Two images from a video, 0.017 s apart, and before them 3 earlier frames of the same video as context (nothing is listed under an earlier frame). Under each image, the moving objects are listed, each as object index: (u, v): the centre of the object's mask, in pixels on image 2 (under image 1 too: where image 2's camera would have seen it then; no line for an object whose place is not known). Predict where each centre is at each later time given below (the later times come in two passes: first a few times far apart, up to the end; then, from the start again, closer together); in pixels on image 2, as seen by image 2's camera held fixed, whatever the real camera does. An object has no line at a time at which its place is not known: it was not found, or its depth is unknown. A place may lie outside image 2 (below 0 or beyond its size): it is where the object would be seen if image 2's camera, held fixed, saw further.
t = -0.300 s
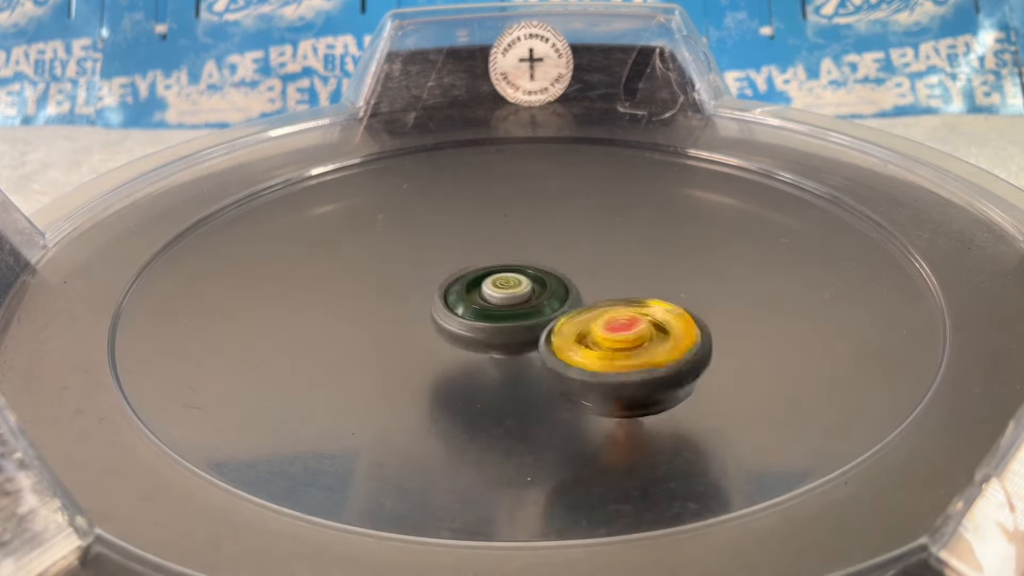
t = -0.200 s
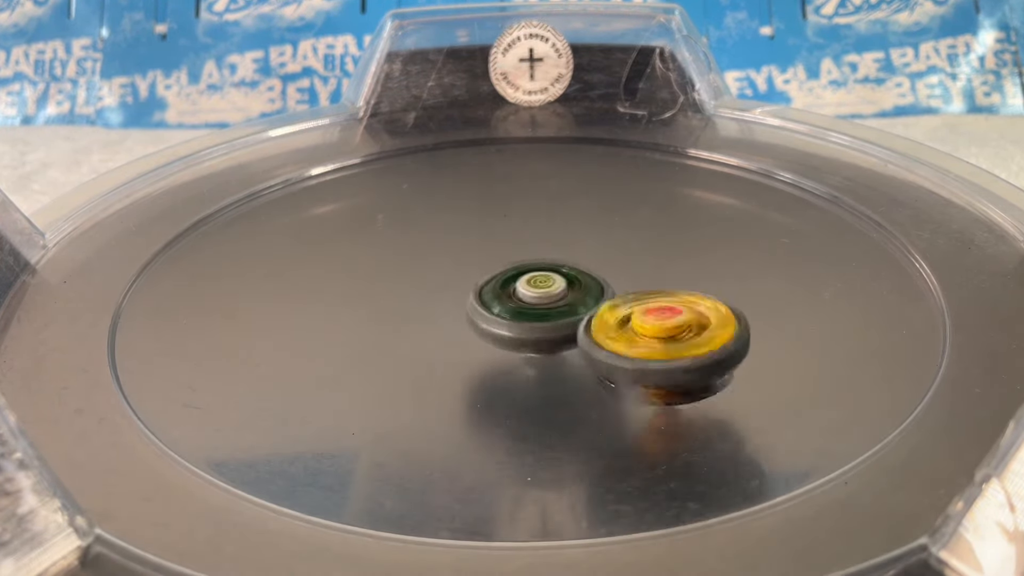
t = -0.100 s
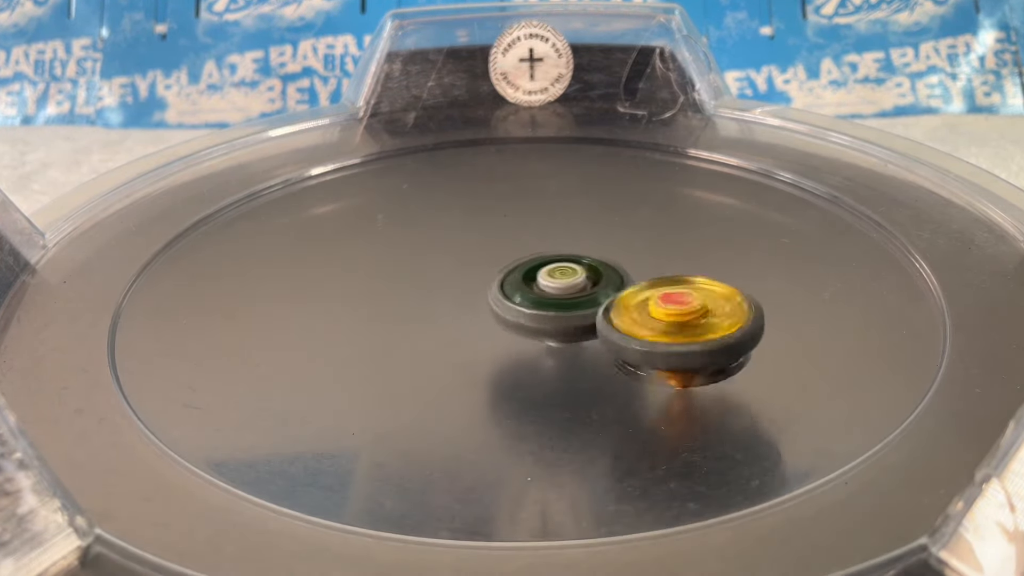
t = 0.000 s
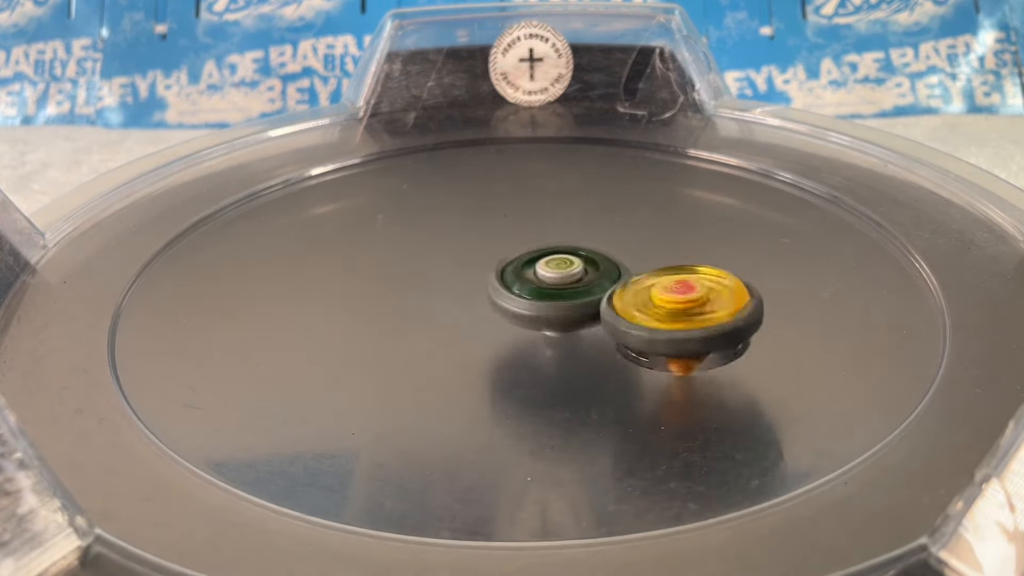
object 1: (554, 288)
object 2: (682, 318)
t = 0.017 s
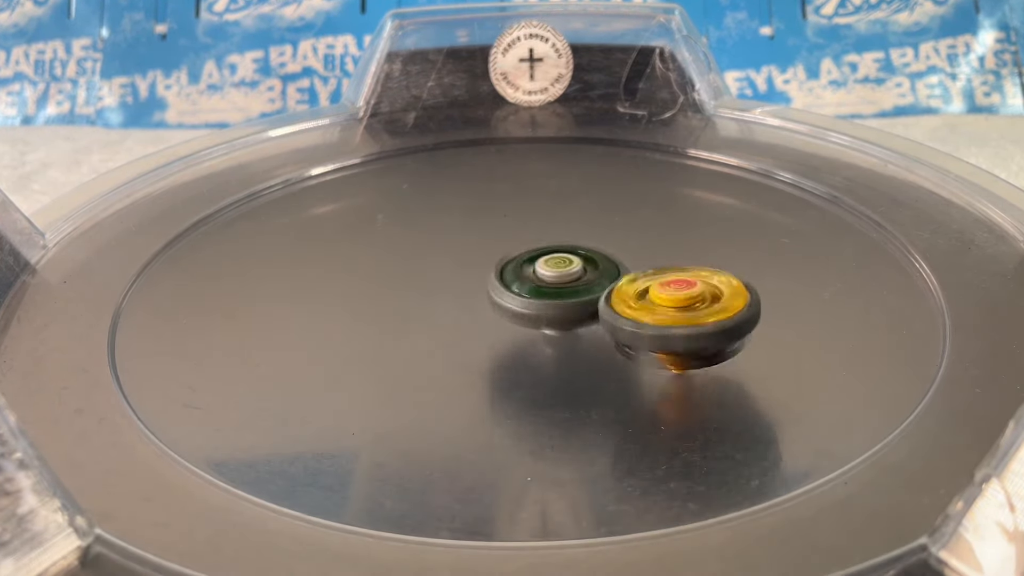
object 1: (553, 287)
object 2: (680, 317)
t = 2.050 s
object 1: (494, 308)
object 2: (566, 224)
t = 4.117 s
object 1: (536, 268)
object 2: (389, 333)
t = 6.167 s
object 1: (438, 316)
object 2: (682, 253)
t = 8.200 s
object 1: (571, 308)
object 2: (361, 340)
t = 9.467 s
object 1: (527, 236)
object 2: (428, 377)
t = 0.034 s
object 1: (552, 285)
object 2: (679, 314)
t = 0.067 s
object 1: (548, 282)
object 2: (674, 312)
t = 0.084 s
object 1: (545, 280)
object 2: (669, 311)
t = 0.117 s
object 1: (539, 278)
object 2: (666, 310)
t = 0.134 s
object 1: (536, 278)
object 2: (664, 309)
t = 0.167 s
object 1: (530, 278)
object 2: (656, 307)
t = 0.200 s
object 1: (522, 276)
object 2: (655, 307)
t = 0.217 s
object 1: (516, 274)
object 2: (657, 308)
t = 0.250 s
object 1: (505, 273)
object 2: (659, 309)
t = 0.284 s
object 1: (496, 273)
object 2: (656, 310)
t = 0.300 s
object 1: (492, 274)
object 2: (655, 310)
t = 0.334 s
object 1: (486, 277)
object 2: (649, 309)
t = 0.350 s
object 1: (484, 278)
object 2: (645, 309)
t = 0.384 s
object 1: (481, 282)
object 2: (637, 309)
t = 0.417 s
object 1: (478, 286)
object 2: (628, 308)
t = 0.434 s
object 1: (478, 288)
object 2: (625, 308)
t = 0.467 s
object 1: (474, 292)
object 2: (622, 308)
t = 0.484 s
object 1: (470, 292)
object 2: (625, 308)
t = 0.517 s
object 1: (463, 295)
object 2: (629, 310)
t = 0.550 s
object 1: (461, 298)
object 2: (628, 311)
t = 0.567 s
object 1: (460, 299)
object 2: (627, 311)
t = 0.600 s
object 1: (462, 303)
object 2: (621, 311)
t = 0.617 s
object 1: (464, 305)
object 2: (617, 312)
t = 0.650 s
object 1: (455, 305)
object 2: (629, 313)
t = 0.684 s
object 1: (446, 305)
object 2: (642, 314)
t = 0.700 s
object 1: (443, 305)
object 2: (645, 313)
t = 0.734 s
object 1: (440, 308)
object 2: (650, 313)
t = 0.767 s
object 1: (441, 311)
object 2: (650, 313)
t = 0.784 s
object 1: (442, 313)
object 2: (650, 312)
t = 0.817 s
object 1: (447, 316)
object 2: (646, 311)
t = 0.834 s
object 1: (450, 318)
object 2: (642, 311)
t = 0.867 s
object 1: (456, 321)
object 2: (636, 309)
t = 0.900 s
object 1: (464, 323)
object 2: (628, 308)
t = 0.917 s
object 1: (468, 324)
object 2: (624, 306)
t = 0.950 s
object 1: (450, 324)
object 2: (648, 303)
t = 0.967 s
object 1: (444, 324)
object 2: (656, 300)
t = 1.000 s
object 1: (438, 324)
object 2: (665, 297)
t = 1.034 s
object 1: (438, 325)
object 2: (667, 294)
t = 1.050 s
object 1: (440, 325)
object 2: (666, 294)
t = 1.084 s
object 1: (445, 326)
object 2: (661, 291)
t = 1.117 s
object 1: (452, 328)
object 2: (654, 289)
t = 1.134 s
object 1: (456, 328)
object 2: (650, 288)
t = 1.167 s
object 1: (465, 328)
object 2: (640, 286)
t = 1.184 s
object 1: (470, 328)
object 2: (634, 285)
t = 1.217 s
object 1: (479, 328)
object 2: (623, 284)
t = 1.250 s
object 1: (481, 327)
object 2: (619, 279)
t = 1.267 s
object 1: (472, 328)
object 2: (629, 275)
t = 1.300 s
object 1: (458, 331)
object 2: (642, 266)
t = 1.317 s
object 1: (453, 332)
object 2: (646, 262)
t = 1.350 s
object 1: (449, 332)
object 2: (647, 257)
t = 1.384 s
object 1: (451, 333)
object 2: (644, 254)
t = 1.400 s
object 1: (453, 333)
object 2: (641, 252)
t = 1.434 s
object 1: (461, 332)
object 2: (633, 250)
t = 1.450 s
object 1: (465, 332)
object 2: (629, 250)
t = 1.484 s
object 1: (473, 331)
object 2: (619, 249)
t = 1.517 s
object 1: (482, 329)
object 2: (608, 250)
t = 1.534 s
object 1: (486, 328)
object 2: (603, 250)
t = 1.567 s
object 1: (495, 326)
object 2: (592, 251)
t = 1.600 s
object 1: (502, 323)
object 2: (581, 251)
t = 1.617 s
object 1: (505, 321)
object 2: (578, 251)
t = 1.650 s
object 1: (500, 322)
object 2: (578, 244)
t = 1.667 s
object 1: (495, 325)
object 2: (582, 243)
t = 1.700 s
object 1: (488, 328)
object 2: (585, 238)
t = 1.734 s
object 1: (485, 330)
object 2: (585, 237)
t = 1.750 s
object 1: (485, 329)
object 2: (584, 236)
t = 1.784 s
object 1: (489, 325)
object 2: (581, 235)
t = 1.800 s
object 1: (492, 323)
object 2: (578, 235)
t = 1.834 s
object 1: (496, 319)
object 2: (573, 235)
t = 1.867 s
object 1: (500, 314)
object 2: (567, 236)
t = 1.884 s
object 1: (503, 312)
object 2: (565, 236)
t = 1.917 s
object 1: (509, 308)
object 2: (560, 235)
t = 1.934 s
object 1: (507, 308)
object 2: (561, 232)
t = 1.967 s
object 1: (502, 310)
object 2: (564, 229)
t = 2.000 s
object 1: (497, 311)
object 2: (566, 226)
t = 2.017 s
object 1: (496, 310)
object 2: (566, 225)
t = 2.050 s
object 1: (494, 308)
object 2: (566, 224)
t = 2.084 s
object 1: (497, 306)
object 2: (564, 225)
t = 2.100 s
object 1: (498, 305)
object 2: (563, 224)
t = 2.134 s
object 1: (502, 302)
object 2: (561, 226)
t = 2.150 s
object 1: (503, 301)
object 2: (560, 226)
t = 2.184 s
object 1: (508, 299)
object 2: (558, 226)
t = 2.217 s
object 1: (501, 305)
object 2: (565, 219)
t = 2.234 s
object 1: (498, 308)
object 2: (569, 217)
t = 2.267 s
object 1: (496, 311)
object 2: (573, 211)
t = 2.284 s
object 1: (497, 312)
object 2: (574, 210)
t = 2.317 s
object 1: (499, 312)
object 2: (574, 210)
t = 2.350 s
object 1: (505, 311)
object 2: (573, 210)
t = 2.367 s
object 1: (508, 310)
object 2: (573, 211)
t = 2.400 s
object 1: (514, 309)
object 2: (572, 212)
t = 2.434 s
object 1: (520, 306)
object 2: (570, 215)
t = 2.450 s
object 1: (523, 304)
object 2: (569, 216)
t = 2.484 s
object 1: (529, 302)
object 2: (568, 219)
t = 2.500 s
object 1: (531, 300)
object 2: (567, 220)
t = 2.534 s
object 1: (534, 299)
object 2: (567, 222)
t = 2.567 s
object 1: (531, 304)
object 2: (572, 217)
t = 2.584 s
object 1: (531, 305)
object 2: (573, 216)
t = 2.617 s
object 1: (529, 308)
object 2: (575, 216)
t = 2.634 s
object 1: (530, 307)
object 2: (575, 217)
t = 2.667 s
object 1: (532, 308)
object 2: (575, 219)
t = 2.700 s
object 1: (535, 306)
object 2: (574, 222)
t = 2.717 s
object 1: (536, 305)
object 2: (573, 224)
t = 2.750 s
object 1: (538, 304)
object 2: (572, 227)
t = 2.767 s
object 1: (531, 312)
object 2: (578, 221)
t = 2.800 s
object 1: (515, 329)
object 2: (591, 204)
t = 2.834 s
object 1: (504, 343)
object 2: (599, 192)
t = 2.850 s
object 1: (500, 349)
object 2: (601, 189)
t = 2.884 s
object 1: (496, 358)
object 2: (603, 185)
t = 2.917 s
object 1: (500, 364)
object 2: (601, 184)
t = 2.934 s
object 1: (504, 365)
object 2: (600, 185)
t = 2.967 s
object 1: (517, 366)
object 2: (597, 187)
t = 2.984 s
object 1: (524, 366)
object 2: (595, 188)
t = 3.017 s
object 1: (541, 365)
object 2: (591, 191)
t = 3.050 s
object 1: (558, 363)
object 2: (587, 195)
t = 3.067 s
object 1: (567, 362)
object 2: (586, 198)
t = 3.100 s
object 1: (582, 358)
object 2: (582, 204)
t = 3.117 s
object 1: (590, 355)
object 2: (580, 206)
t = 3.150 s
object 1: (603, 351)
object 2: (577, 213)
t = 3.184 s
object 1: (615, 345)
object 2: (573, 220)
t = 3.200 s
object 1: (620, 342)
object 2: (571, 224)
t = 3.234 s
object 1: (626, 336)
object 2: (568, 232)
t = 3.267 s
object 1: (633, 329)
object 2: (565, 240)
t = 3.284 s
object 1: (635, 326)
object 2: (563, 245)
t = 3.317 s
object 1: (637, 319)
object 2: (558, 251)
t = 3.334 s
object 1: (639, 318)
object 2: (554, 253)
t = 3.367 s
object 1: (659, 326)
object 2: (533, 242)
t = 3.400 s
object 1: (674, 334)
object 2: (512, 231)
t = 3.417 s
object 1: (680, 337)
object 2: (502, 227)
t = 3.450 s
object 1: (687, 340)
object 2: (485, 222)
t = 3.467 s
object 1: (688, 340)
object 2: (478, 220)
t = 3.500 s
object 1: (687, 339)
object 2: (465, 222)
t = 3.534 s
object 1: (684, 334)
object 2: (455, 225)
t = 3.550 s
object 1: (682, 332)
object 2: (449, 227)
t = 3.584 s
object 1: (679, 325)
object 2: (440, 231)
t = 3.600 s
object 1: (676, 321)
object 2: (436, 235)
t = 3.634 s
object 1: (671, 315)
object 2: (429, 242)
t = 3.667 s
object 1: (664, 309)
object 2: (421, 247)
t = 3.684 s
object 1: (660, 306)
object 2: (418, 251)
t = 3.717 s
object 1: (651, 300)
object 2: (413, 257)
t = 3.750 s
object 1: (641, 295)
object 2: (408, 263)
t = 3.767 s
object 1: (636, 293)
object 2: (406, 267)
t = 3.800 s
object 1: (624, 288)
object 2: (404, 272)
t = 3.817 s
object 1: (617, 287)
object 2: (404, 275)
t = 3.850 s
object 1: (605, 283)
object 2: (403, 282)
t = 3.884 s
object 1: (592, 280)
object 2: (404, 287)
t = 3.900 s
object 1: (585, 279)
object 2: (405, 289)
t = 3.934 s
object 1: (572, 277)
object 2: (408, 295)
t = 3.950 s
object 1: (566, 276)
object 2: (409, 298)
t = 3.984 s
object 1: (553, 276)
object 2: (413, 302)
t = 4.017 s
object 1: (544, 274)
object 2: (419, 307)
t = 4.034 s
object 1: (540, 272)
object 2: (413, 312)
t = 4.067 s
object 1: (540, 270)
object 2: (397, 322)
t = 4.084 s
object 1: (540, 269)
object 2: (391, 327)
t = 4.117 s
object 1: (536, 268)
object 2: (389, 333)
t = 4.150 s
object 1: (528, 268)
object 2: (390, 338)
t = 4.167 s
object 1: (524, 268)
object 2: (393, 341)
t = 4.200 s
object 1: (514, 269)
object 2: (396, 345)
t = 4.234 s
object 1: (504, 270)
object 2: (403, 348)
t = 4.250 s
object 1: (500, 271)
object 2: (406, 348)
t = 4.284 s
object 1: (491, 271)
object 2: (414, 350)
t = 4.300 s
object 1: (488, 272)
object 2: (416, 351)
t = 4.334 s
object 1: (480, 274)
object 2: (427, 353)
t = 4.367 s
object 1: (473, 275)
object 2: (436, 353)
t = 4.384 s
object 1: (471, 275)
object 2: (443, 353)
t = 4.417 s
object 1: (464, 277)
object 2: (454, 352)
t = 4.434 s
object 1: (460, 278)
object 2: (461, 351)
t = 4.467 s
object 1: (457, 278)
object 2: (469, 353)
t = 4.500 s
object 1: (455, 279)
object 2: (480, 352)
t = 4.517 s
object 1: (453, 280)
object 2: (485, 351)
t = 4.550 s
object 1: (452, 281)
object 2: (496, 354)
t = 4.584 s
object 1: (454, 281)
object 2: (508, 356)
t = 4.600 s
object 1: (455, 282)
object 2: (512, 356)
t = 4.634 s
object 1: (455, 283)
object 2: (523, 355)
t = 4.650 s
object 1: (455, 283)
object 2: (528, 354)
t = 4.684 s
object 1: (456, 285)
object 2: (539, 349)
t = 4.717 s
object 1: (457, 287)
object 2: (547, 347)
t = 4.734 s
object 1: (458, 287)
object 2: (553, 345)
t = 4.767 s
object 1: (459, 289)
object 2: (559, 342)
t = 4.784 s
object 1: (460, 290)
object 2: (561, 340)
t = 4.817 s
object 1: (463, 287)
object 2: (585, 343)
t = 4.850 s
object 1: (462, 282)
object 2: (605, 345)
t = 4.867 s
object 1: (461, 280)
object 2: (613, 345)
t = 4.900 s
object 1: (460, 278)
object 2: (625, 343)
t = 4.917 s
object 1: (461, 277)
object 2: (630, 343)
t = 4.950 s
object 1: (461, 277)
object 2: (637, 340)
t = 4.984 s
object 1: (462, 277)
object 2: (643, 336)
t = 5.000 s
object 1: (462, 278)
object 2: (645, 333)
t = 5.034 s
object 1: (464, 278)
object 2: (648, 328)
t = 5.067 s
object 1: (466, 280)
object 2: (650, 323)
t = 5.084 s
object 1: (467, 281)
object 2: (650, 321)
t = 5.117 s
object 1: (469, 283)
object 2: (649, 317)
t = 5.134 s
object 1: (470, 283)
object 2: (648, 315)
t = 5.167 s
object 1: (473, 284)
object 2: (645, 311)
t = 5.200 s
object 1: (477, 286)
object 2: (640, 307)
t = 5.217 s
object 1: (479, 286)
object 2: (637, 305)
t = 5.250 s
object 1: (484, 288)
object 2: (632, 301)
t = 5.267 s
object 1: (485, 288)
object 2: (629, 300)
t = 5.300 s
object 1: (463, 280)
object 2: (665, 301)
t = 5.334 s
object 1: (419, 265)
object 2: (732, 303)
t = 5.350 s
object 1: (403, 257)
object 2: (762, 303)
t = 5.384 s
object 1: (374, 246)
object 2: (811, 302)
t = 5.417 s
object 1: (354, 239)
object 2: (848, 299)
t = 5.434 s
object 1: (347, 236)
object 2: (860, 297)
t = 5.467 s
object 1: (338, 236)
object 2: (874, 292)
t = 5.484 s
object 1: (335, 237)
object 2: (879, 288)
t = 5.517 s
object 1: (331, 242)
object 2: (884, 283)
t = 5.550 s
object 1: (327, 247)
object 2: (883, 278)
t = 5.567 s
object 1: (327, 249)
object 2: (880, 276)
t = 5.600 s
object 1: (326, 256)
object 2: (874, 273)
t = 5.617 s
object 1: (327, 258)
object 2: (870, 271)
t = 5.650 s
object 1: (329, 265)
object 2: (857, 270)
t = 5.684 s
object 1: (335, 272)
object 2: (842, 268)
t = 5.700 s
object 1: (338, 275)
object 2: (834, 268)
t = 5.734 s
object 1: (346, 281)
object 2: (818, 268)
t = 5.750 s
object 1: (352, 284)
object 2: (809, 268)
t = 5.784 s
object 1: (363, 290)
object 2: (788, 268)
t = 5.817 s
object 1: (377, 295)
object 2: (768, 270)
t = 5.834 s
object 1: (384, 297)
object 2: (758, 270)
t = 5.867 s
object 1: (399, 302)
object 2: (735, 272)
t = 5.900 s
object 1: (416, 306)
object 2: (712, 274)
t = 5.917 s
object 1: (425, 307)
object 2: (700, 276)
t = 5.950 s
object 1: (443, 310)
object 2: (677, 277)
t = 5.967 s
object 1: (451, 310)
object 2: (665, 278)
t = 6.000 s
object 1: (469, 311)
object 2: (641, 279)
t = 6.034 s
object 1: (481, 312)
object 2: (625, 277)
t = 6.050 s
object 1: (469, 311)
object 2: (640, 273)
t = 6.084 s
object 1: (450, 313)
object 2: (663, 264)
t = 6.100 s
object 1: (443, 315)
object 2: (671, 260)
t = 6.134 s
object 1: (436, 315)
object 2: (681, 255)
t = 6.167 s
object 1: (438, 316)
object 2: (682, 253)
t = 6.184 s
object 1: (443, 316)
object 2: (680, 252)
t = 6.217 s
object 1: (454, 317)
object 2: (670, 249)
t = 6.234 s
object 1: (461, 317)
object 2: (664, 247)
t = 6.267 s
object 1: (474, 319)
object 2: (652, 245)
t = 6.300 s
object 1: (489, 319)
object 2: (638, 243)
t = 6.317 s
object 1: (496, 319)
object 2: (631, 243)
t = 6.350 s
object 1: (510, 318)
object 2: (617, 242)
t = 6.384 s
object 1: (523, 315)
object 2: (604, 241)
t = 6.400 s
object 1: (530, 315)
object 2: (598, 240)
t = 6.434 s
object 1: (543, 312)
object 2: (585, 237)
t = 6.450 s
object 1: (548, 313)
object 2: (579, 234)
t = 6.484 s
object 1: (550, 318)
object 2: (575, 226)
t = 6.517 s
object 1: (555, 324)
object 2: (570, 219)
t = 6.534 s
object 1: (558, 324)
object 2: (568, 217)
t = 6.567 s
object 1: (564, 326)
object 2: (562, 212)
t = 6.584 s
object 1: (568, 324)
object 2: (560, 210)
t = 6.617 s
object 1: (578, 323)
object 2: (554, 208)
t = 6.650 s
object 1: (587, 320)
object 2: (547, 206)
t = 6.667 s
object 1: (592, 319)
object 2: (543, 205)
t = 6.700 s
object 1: (601, 315)
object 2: (537, 204)
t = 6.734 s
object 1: (609, 311)
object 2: (531, 204)
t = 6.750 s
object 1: (613, 309)
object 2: (529, 203)
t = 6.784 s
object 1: (619, 305)
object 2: (523, 204)
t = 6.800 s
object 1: (622, 303)
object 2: (521, 205)
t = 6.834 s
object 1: (627, 300)
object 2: (516, 206)
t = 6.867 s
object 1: (631, 295)
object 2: (511, 208)
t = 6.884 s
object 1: (632, 293)
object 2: (509, 210)
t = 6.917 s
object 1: (634, 289)
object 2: (506, 213)
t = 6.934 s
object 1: (635, 287)
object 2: (505, 215)
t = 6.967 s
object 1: (636, 284)
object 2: (503, 220)
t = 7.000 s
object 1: (636, 280)
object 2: (500, 225)
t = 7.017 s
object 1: (635, 278)
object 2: (500, 228)
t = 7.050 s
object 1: (632, 275)
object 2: (499, 233)
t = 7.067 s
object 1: (630, 274)
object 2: (499, 236)
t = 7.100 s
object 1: (626, 272)
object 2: (498, 242)
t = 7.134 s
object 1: (626, 271)
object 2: (489, 247)
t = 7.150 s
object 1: (627, 271)
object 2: (485, 250)
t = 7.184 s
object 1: (622, 270)
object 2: (480, 256)
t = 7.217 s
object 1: (618, 269)
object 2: (477, 261)
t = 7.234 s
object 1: (615, 269)
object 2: (476, 265)
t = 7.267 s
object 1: (615, 269)
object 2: (465, 270)
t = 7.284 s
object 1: (619, 268)
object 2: (454, 272)
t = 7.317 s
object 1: (621, 268)
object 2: (440, 277)
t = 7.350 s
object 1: (620, 269)
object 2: (430, 282)
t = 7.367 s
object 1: (619, 269)
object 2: (427, 285)
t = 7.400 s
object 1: (614, 269)
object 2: (423, 290)
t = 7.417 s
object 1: (613, 269)
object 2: (420, 292)
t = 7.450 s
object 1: (608, 270)
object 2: (417, 296)
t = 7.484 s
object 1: (602, 271)
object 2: (414, 300)
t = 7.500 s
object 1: (600, 271)
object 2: (413, 301)
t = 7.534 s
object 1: (594, 273)
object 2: (411, 306)
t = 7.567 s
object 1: (588, 275)
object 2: (411, 310)
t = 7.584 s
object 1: (585, 275)
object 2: (411, 312)
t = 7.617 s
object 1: (579, 278)
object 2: (412, 315)
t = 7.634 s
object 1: (576, 279)
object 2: (412, 316)
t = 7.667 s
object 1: (570, 282)
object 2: (414, 319)
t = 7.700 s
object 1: (564, 284)
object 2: (416, 321)
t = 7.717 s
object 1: (562, 286)
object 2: (417, 322)
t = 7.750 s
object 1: (559, 288)
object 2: (422, 324)
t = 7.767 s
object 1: (557, 290)
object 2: (425, 325)
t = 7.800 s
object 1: (557, 291)
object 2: (425, 326)
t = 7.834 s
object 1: (557, 294)
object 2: (417, 330)
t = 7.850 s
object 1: (557, 295)
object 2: (415, 330)
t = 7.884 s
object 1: (556, 298)
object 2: (413, 332)
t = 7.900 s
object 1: (555, 299)
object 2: (412, 333)
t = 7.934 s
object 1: (551, 301)
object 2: (414, 334)
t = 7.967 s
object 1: (550, 304)
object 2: (416, 334)
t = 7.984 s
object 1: (550, 305)
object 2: (410, 335)
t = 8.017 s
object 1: (552, 306)
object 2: (401, 337)
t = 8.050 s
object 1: (552, 308)
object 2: (399, 338)
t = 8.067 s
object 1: (552, 309)
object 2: (399, 338)
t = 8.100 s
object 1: (550, 311)
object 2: (400, 337)
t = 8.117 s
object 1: (549, 312)
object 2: (401, 337)
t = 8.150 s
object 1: (550, 314)
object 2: (398, 336)
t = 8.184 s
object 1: (565, 310)
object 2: (369, 339)
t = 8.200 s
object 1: (571, 308)
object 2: (361, 340)
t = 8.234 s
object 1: (578, 306)
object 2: (351, 339)
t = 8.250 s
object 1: (579, 306)
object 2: (349, 338)
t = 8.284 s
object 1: (579, 306)
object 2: (346, 337)
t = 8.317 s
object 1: (576, 306)
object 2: (347, 335)
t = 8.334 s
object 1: (574, 306)
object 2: (350, 333)
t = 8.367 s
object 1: (569, 306)
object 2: (352, 331)
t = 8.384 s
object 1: (567, 306)
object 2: (355, 331)
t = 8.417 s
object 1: (561, 306)
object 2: (362, 328)
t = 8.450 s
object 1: (556, 306)
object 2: (372, 325)
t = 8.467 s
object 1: (553, 307)
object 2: (377, 323)
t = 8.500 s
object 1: (547, 307)
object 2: (387, 321)
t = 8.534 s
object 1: (551, 306)
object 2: (385, 317)
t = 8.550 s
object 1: (569, 302)
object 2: (362, 315)
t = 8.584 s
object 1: (601, 296)
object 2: (327, 312)
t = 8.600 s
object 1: (614, 293)
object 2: (314, 310)
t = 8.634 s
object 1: (632, 287)
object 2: (303, 307)
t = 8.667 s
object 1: (641, 282)
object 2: (304, 304)
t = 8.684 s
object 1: (643, 280)
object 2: (304, 303)
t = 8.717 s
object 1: (640, 277)
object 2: (309, 303)
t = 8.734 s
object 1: (638, 276)
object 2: (313, 301)
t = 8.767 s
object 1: (630, 273)
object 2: (319, 300)
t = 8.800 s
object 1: (621, 270)
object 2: (330, 299)
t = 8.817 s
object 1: (616, 270)
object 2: (335, 299)
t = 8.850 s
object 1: (605, 267)
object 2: (347, 297)
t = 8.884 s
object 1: (594, 266)
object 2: (360, 297)
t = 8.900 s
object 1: (589, 265)
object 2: (367, 297)
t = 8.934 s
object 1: (578, 264)
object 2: (381, 295)
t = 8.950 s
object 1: (572, 264)
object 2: (389, 295)
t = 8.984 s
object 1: (560, 264)
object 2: (405, 295)
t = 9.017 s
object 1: (551, 264)
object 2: (422, 294)
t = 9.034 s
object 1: (550, 263)
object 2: (421, 294)
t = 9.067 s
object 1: (556, 260)
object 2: (410, 298)
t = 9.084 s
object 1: (558, 259)
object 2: (407, 299)
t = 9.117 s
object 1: (556, 257)
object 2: (409, 301)
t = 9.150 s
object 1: (550, 257)
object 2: (419, 303)
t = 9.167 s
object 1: (547, 258)
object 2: (424, 304)
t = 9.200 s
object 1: (542, 257)
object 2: (435, 306)
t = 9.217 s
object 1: (540, 256)
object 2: (441, 308)
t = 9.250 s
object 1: (535, 254)
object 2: (454, 310)
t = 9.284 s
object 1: (532, 251)
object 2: (443, 323)
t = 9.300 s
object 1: (535, 248)
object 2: (434, 332)
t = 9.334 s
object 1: (542, 241)
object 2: (419, 347)
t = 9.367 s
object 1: (543, 238)
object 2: (414, 359)
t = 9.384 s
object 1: (542, 237)
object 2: (414, 364)
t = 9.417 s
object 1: (537, 236)
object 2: (419, 369)
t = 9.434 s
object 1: (534, 236)
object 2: (421, 371)
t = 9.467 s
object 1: (527, 236)
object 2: (428, 377)
